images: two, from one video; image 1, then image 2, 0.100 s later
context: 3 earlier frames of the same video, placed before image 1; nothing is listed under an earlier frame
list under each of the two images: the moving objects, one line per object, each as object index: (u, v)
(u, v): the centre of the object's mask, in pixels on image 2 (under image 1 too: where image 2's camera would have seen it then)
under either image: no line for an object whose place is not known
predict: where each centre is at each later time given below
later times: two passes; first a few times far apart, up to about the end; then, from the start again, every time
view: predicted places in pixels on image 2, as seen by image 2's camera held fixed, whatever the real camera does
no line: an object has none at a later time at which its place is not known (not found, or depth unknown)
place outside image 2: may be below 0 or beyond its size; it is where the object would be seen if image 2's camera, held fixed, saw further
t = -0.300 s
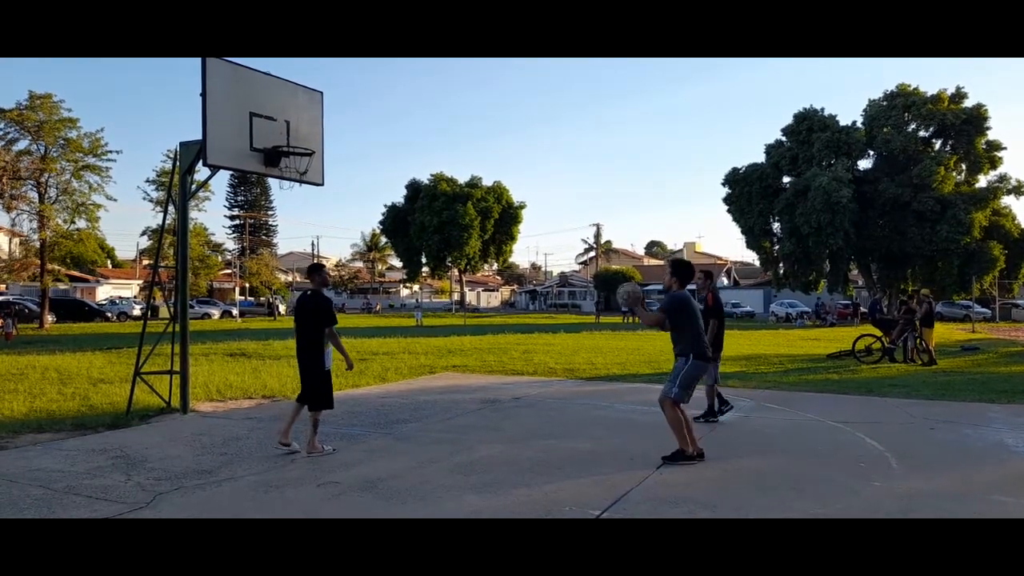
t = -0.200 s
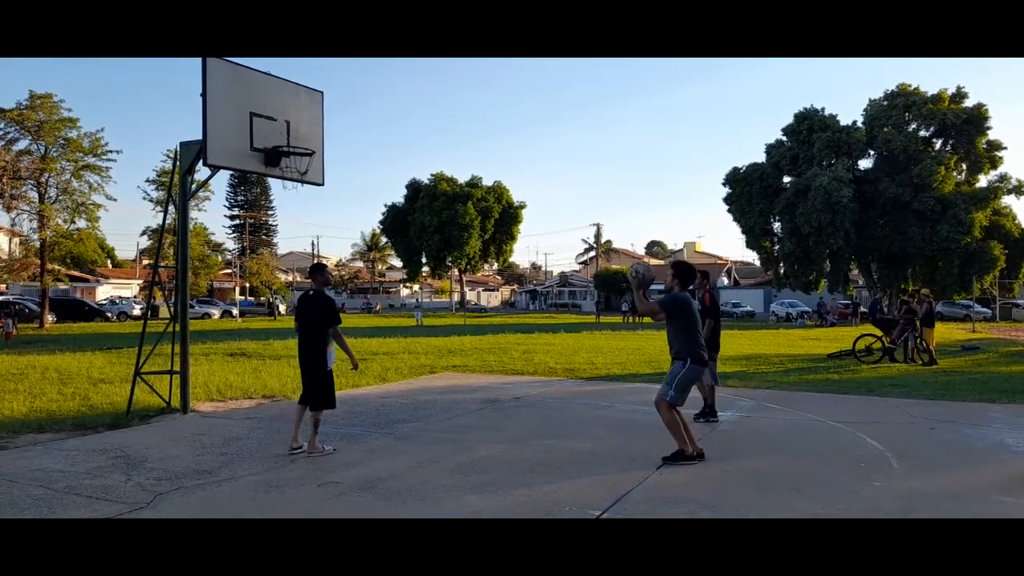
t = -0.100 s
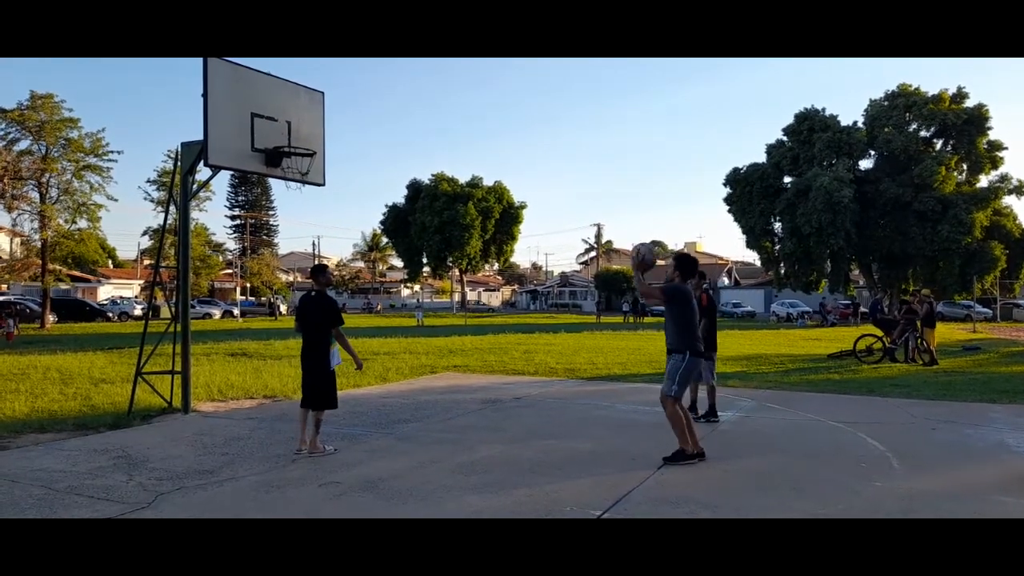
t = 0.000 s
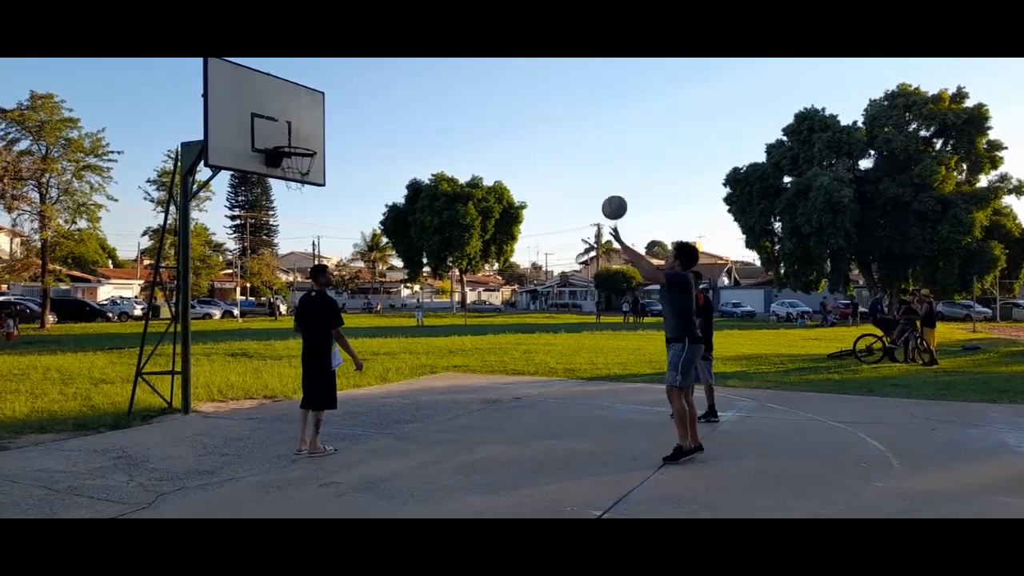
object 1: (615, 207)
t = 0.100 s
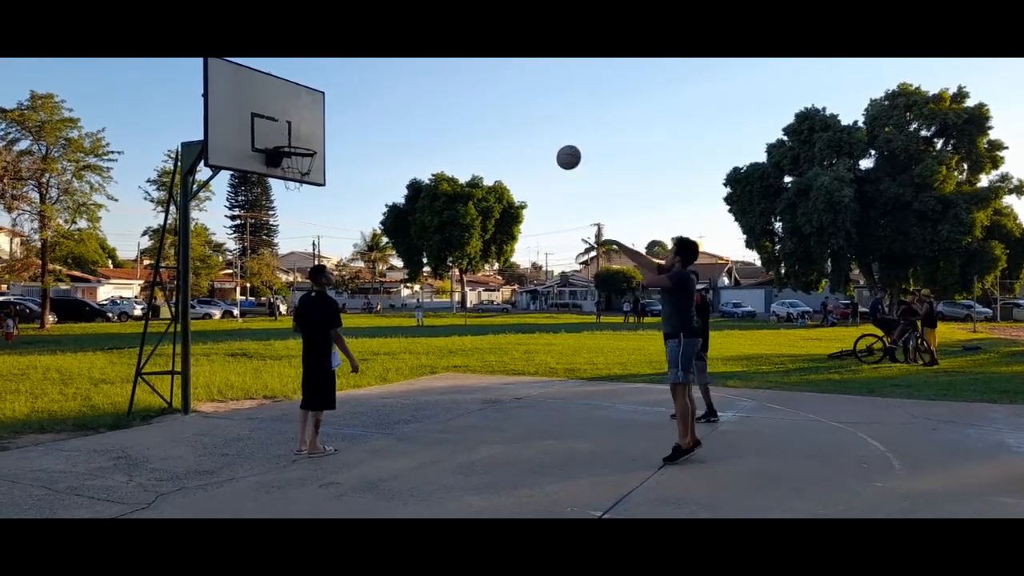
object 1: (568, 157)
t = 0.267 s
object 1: (497, 100)
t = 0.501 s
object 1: (407, 68)
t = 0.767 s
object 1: (316, 94)
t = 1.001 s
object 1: (274, 125)
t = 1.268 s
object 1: (291, 80)
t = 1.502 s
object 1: (308, 92)
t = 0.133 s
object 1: (553, 143)
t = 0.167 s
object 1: (539, 131)
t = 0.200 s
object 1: (525, 119)
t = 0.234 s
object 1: (511, 109)
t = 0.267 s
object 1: (497, 100)
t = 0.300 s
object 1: (483, 92)
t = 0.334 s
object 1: (470, 85)
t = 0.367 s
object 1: (457, 80)
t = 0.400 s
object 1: (445, 75)
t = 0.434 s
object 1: (432, 72)
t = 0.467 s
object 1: (419, 70)
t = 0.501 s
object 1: (407, 68)
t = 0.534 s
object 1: (395, 68)
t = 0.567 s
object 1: (383, 69)
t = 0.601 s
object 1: (372, 70)
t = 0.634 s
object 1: (360, 74)
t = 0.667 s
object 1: (349, 77)
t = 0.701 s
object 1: (337, 82)
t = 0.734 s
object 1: (327, 87)
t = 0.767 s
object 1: (316, 94)
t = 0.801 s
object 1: (305, 101)
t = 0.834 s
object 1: (295, 109)
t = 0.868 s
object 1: (284, 118)
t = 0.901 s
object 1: (274, 127)
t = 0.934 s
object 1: (267, 137)
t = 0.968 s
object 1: (272, 135)
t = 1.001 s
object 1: (274, 125)
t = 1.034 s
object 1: (276, 117)
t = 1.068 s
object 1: (278, 109)
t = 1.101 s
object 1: (280, 102)
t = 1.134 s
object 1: (282, 96)
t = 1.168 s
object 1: (284, 91)
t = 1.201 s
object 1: (287, 86)
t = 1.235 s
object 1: (289, 82)
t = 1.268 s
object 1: (291, 80)
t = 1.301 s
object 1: (294, 79)
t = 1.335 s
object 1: (296, 78)
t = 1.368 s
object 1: (299, 79)
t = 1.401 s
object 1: (301, 81)
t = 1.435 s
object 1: (303, 83)
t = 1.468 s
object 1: (306, 87)
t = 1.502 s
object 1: (308, 92)
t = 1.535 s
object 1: (310, 98)
